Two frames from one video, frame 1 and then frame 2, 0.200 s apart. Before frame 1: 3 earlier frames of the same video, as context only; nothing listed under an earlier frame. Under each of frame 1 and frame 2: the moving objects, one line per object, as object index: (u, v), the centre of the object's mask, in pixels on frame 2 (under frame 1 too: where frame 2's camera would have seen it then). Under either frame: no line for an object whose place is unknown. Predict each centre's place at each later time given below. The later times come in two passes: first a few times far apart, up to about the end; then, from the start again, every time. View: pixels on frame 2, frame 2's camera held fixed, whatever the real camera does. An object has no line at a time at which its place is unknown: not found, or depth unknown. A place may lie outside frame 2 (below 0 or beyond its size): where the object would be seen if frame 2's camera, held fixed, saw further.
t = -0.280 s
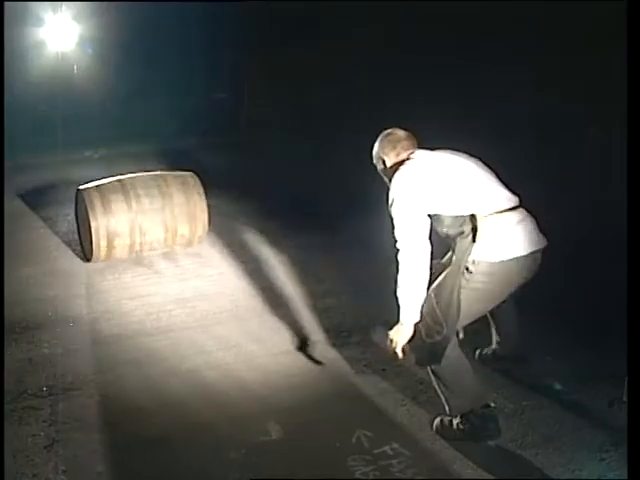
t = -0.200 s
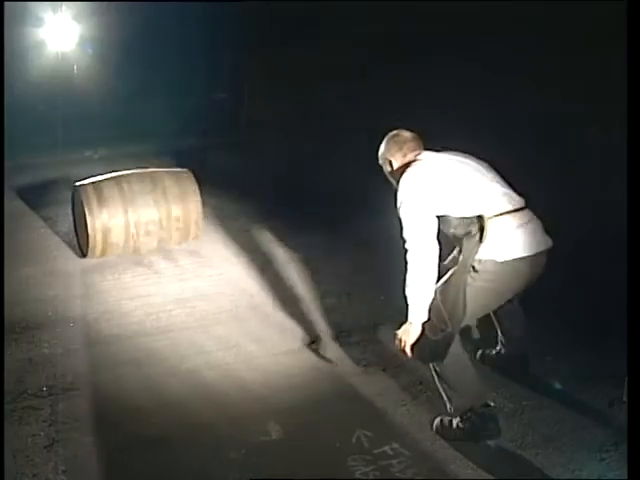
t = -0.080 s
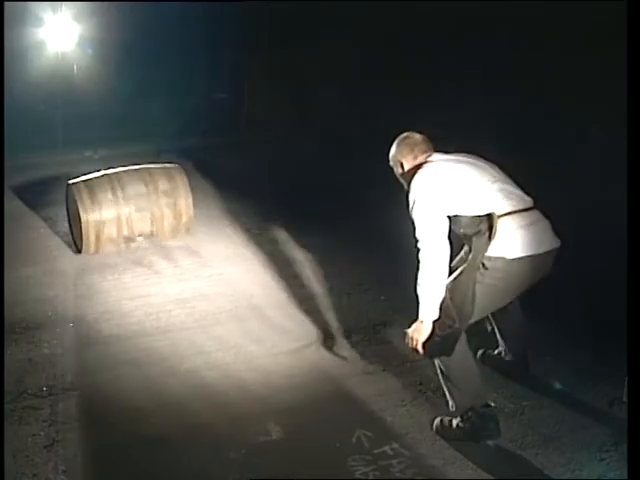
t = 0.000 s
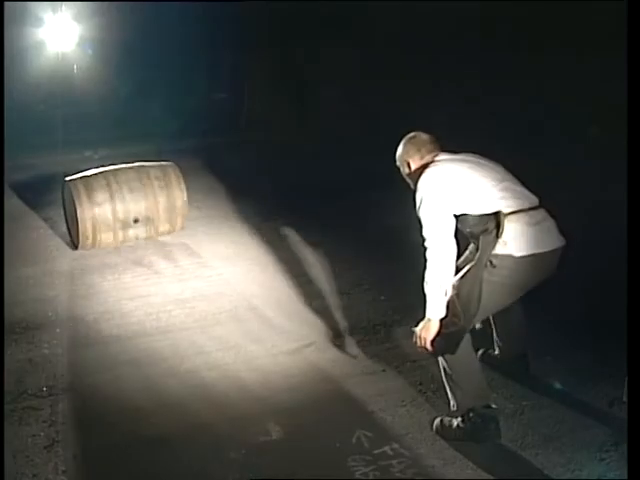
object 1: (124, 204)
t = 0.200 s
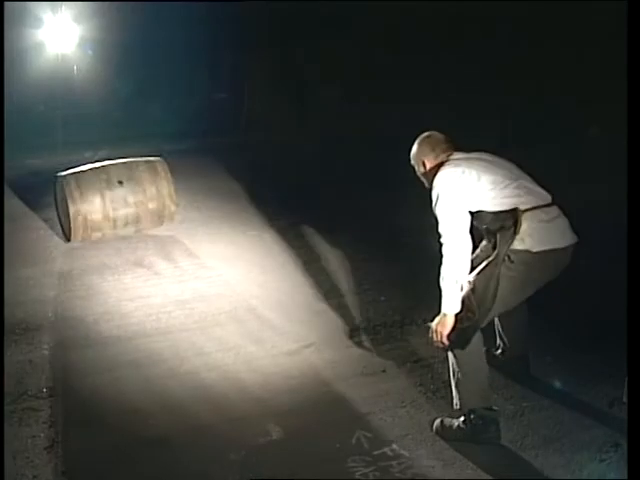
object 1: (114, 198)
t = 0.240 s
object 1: (112, 197)
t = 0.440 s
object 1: (103, 191)
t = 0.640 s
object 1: (95, 186)
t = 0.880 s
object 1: (85, 180)
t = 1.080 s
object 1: (78, 177)
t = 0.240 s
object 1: (112, 197)
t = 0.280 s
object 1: (110, 196)
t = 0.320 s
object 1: (108, 195)
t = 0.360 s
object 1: (107, 194)
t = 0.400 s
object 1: (105, 192)
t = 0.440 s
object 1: (103, 191)
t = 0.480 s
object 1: (102, 190)
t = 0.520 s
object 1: (100, 189)
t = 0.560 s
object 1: (98, 188)
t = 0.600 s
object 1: (97, 187)
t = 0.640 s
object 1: (95, 186)
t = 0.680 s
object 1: (93, 185)
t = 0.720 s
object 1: (92, 184)
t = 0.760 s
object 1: (90, 184)
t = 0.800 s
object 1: (88, 183)
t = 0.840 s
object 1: (86, 182)
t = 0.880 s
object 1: (85, 180)
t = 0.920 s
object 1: (83, 180)
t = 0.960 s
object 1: (82, 180)
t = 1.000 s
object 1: (81, 179)
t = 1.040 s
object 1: (79, 178)
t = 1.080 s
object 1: (78, 177)
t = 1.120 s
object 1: (77, 176)
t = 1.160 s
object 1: (76, 175)
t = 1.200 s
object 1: (74, 174)
